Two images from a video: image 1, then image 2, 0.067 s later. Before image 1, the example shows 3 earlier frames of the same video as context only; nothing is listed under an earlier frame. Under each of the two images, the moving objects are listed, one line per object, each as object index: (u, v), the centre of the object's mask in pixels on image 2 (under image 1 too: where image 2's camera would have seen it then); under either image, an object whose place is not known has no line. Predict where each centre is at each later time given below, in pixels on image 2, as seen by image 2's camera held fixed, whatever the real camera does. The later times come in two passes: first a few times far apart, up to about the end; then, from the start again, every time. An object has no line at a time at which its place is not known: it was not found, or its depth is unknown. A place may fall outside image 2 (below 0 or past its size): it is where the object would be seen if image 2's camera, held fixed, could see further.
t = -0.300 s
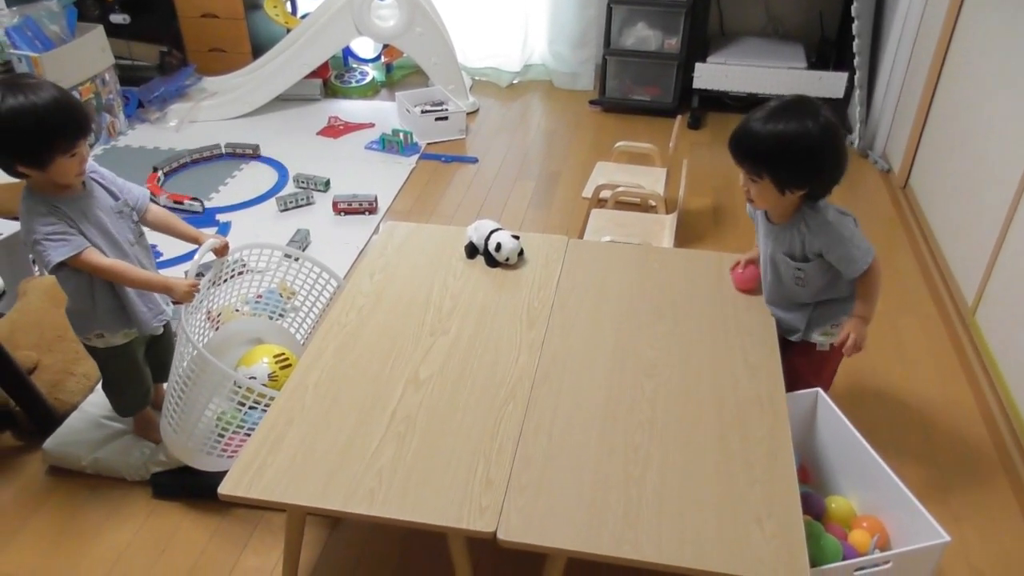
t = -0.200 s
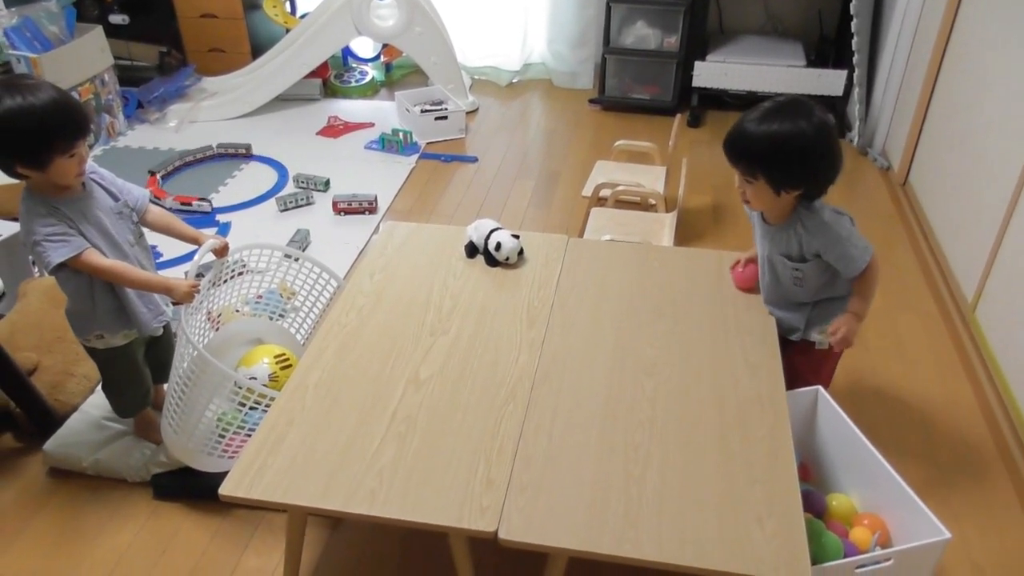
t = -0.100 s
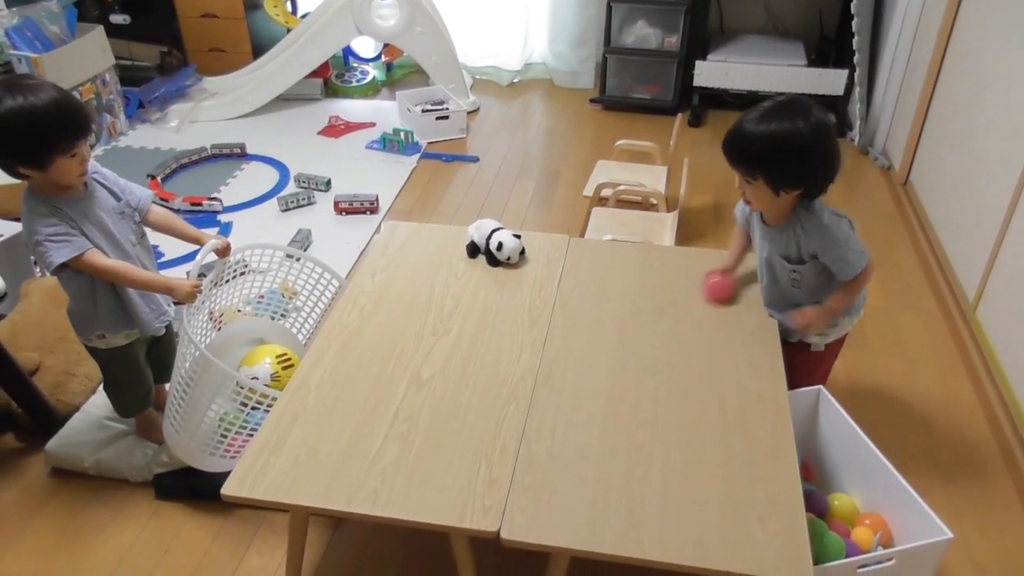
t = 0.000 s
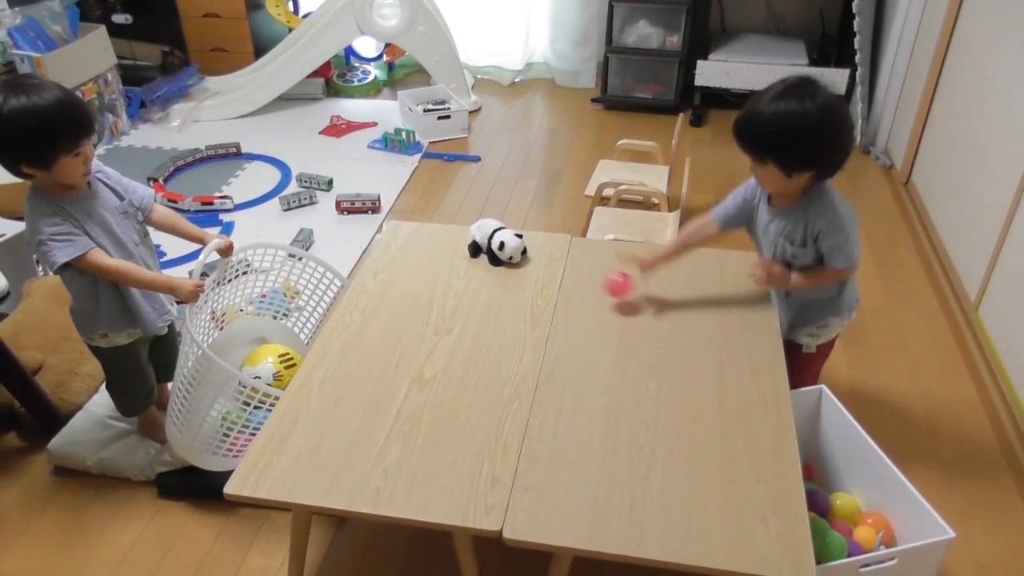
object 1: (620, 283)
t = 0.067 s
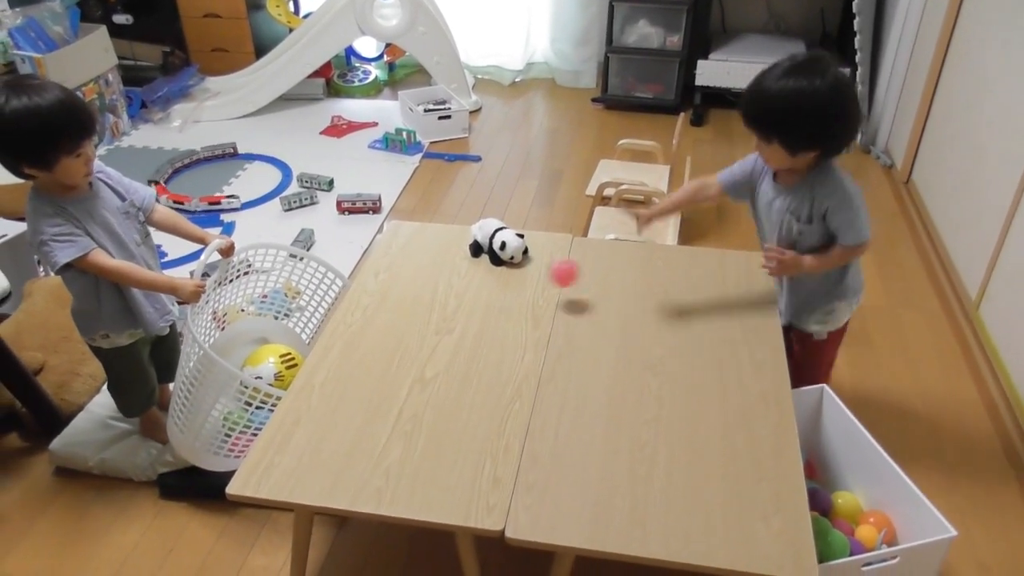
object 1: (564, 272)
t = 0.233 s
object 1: (442, 280)
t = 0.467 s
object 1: (314, 300)
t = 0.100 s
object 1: (536, 273)
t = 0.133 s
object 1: (509, 280)
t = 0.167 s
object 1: (483, 291)
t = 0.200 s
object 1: (461, 284)
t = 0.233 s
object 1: (442, 280)
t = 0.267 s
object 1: (423, 281)
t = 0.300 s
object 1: (405, 285)
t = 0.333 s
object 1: (387, 290)
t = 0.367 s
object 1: (367, 286)
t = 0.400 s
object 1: (349, 286)
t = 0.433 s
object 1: (332, 291)
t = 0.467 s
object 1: (314, 300)
